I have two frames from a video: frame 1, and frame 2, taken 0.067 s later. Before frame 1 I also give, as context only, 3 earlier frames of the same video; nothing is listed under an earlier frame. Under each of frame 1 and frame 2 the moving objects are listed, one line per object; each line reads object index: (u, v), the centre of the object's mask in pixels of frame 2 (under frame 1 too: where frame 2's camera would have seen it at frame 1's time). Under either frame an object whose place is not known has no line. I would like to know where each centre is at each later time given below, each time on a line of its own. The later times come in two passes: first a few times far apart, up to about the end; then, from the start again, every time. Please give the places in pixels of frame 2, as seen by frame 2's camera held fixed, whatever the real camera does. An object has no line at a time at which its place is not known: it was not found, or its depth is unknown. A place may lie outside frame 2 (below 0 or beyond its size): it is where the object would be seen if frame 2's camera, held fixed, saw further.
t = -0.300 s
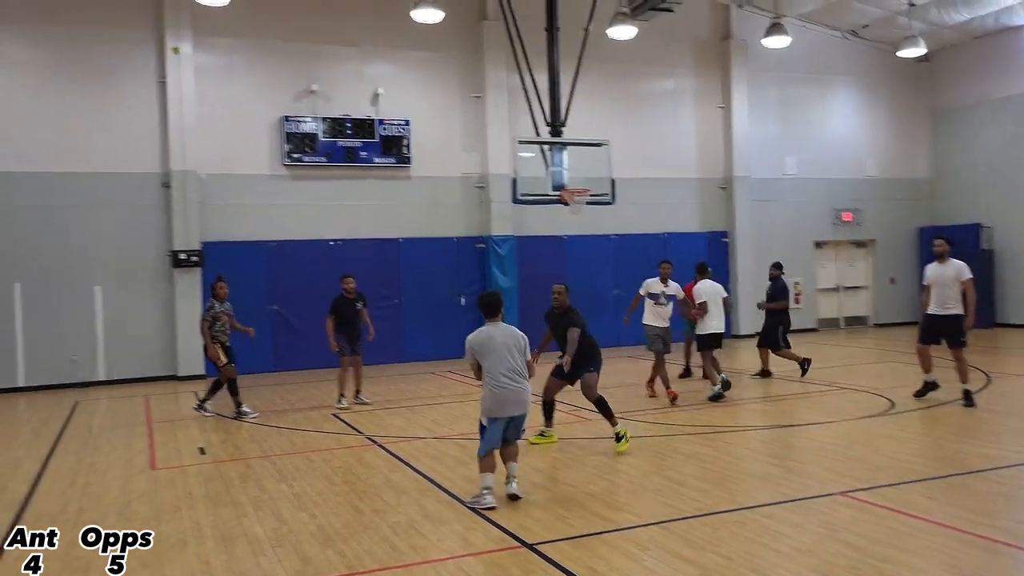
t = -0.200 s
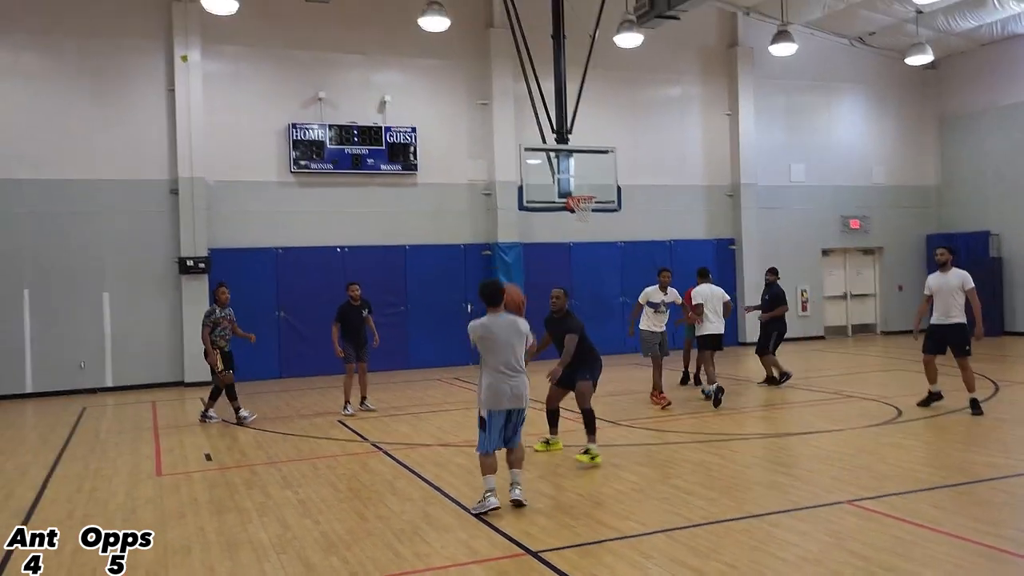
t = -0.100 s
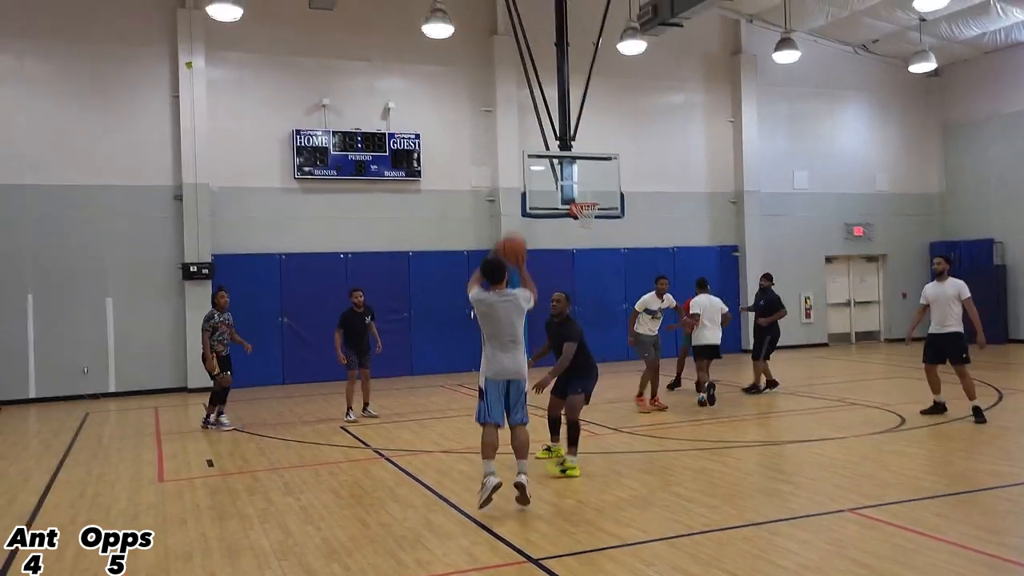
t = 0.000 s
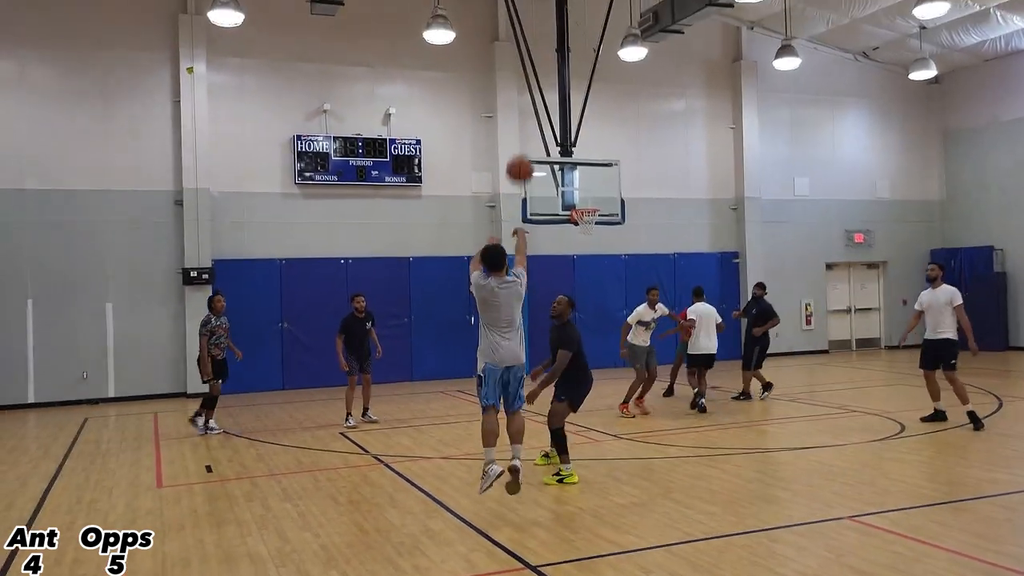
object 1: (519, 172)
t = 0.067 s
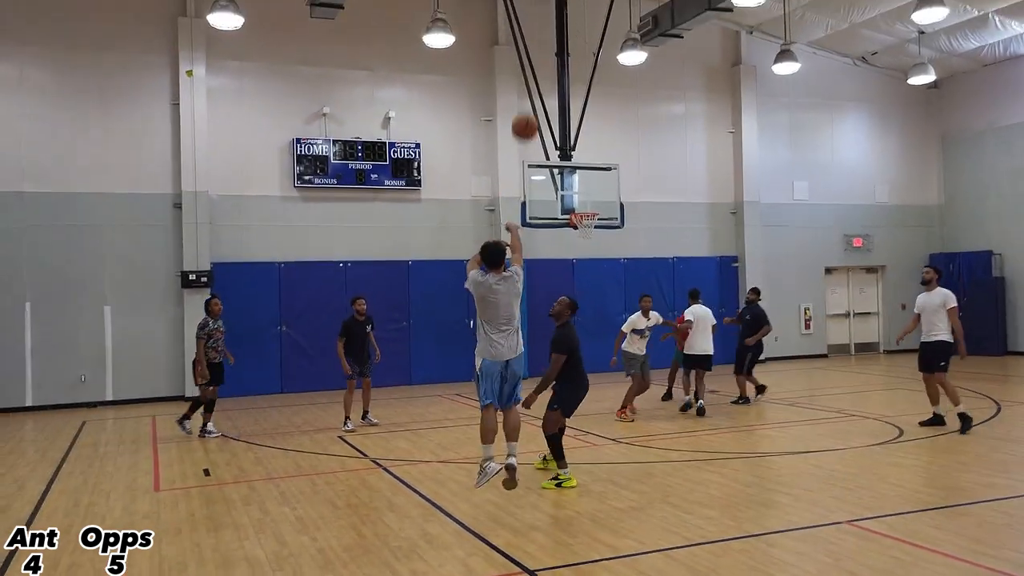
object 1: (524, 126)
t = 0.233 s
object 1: (536, 49)
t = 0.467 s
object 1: (553, 5)
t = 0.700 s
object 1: (567, 11)
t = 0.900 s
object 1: (577, 46)
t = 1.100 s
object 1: (586, 96)
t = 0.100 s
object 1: (527, 107)
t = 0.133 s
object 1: (530, 89)
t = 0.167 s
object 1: (532, 74)
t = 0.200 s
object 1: (535, 61)
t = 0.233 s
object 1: (536, 49)
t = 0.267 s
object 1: (540, 39)
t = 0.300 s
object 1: (541, 29)
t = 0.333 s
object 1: (543, 23)
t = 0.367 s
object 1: (546, 16)
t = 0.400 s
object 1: (549, 11)
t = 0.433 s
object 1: (551, 7)
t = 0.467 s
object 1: (553, 5)
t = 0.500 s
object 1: (555, 3)
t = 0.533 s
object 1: (558, 2)
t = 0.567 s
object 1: (560, 2)
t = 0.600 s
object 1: (562, 3)
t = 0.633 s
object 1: (563, 5)
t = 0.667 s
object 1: (565, 8)
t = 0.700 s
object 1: (567, 11)
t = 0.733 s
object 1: (569, 15)
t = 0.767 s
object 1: (570, 20)
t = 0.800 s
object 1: (572, 26)
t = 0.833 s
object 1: (574, 32)
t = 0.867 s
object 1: (576, 38)
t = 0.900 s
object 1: (577, 46)
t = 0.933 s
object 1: (579, 54)
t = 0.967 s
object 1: (580, 62)
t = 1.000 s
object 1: (582, 71)
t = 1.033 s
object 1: (583, 81)
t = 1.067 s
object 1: (585, 86)
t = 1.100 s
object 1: (586, 96)
